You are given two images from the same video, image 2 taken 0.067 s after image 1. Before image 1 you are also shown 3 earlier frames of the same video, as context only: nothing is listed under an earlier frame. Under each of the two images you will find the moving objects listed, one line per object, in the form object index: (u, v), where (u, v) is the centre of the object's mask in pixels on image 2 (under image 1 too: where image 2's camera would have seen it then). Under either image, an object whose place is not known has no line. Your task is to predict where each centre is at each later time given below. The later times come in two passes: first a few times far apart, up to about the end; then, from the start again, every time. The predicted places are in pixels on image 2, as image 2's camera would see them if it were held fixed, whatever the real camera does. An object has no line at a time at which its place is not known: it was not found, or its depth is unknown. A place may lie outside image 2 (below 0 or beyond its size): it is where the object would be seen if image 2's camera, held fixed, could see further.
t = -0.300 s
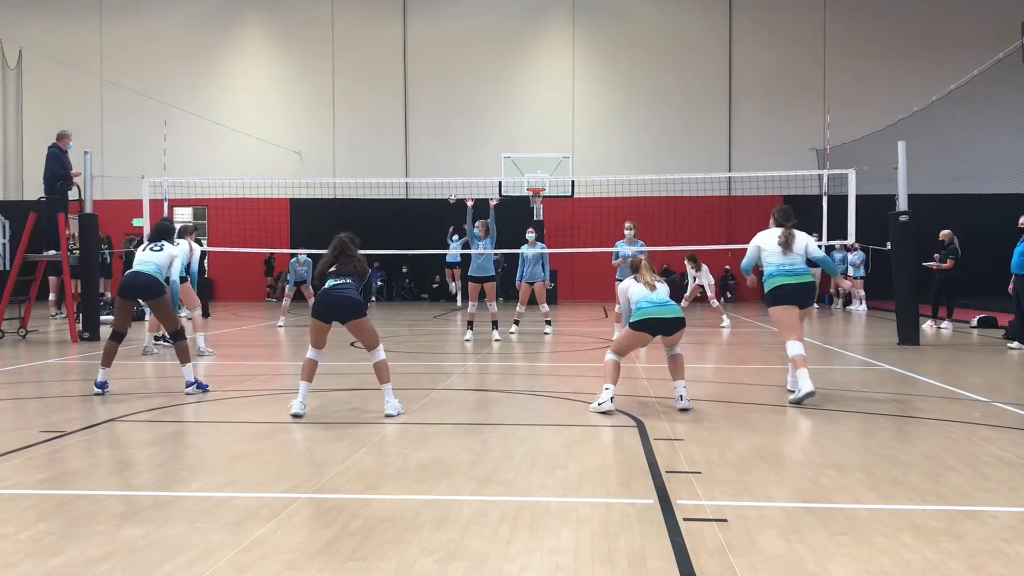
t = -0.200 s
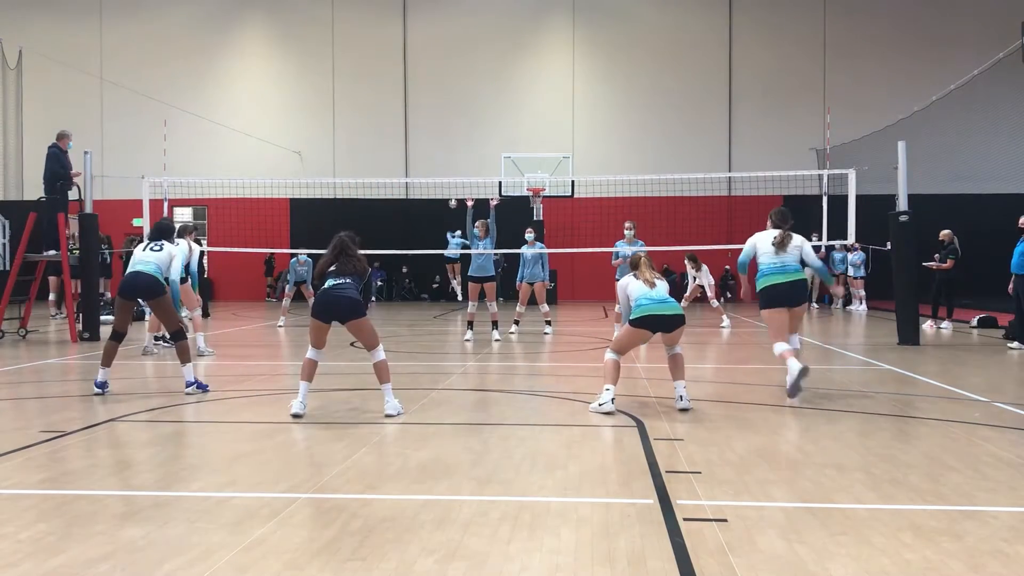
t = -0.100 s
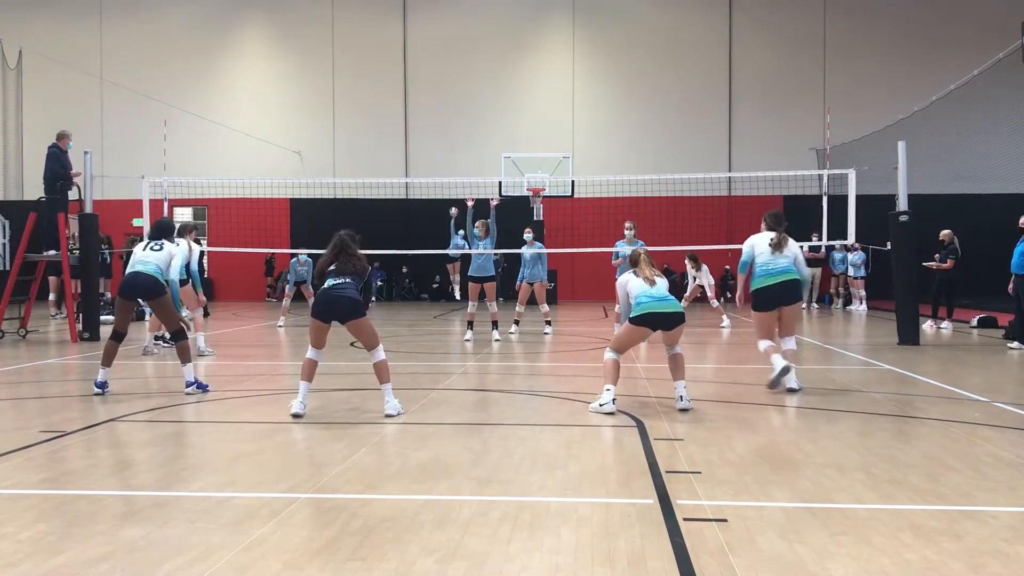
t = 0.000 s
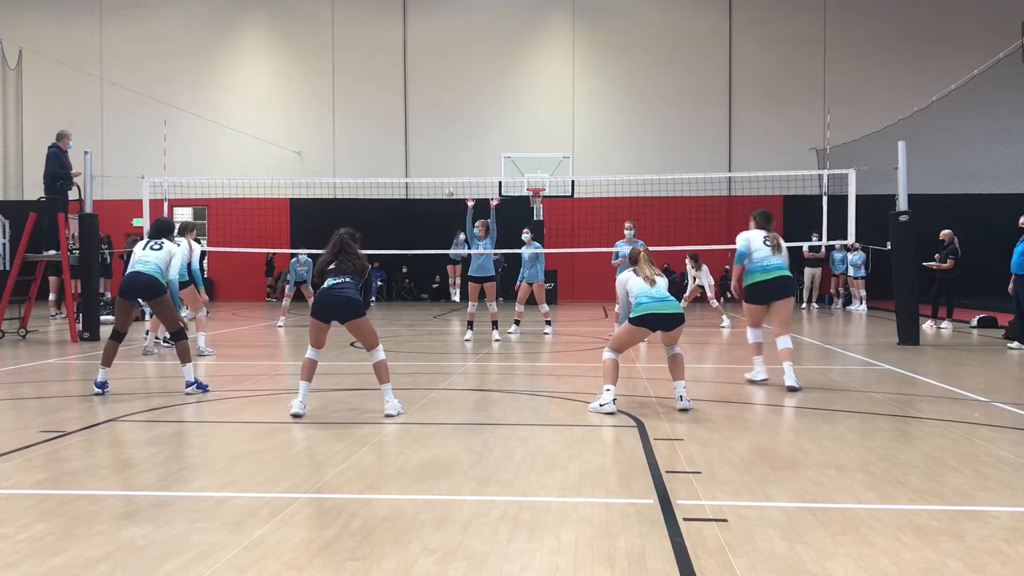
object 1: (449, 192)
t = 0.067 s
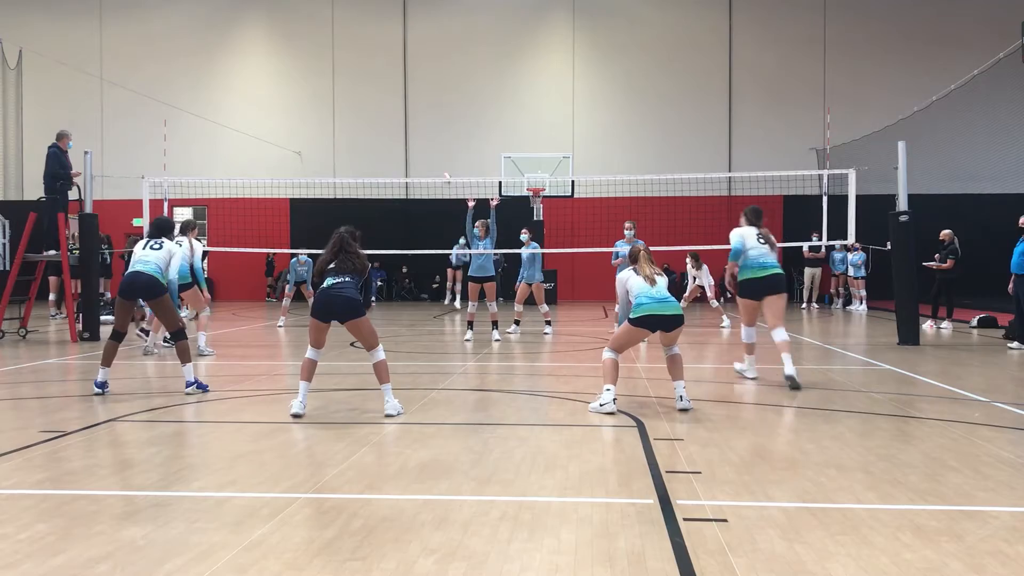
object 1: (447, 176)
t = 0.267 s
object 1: (438, 141)
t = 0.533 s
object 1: (426, 123)
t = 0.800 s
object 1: (388, 163)
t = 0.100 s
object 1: (445, 172)
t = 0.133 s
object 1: (443, 165)
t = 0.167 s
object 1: (442, 159)
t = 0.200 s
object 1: (441, 154)
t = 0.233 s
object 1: (440, 148)
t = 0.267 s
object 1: (438, 141)
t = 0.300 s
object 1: (437, 138)
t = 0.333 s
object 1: (436, 134)
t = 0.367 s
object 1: (435, 131)
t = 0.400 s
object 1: (434, 128)
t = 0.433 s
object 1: (432, 126)
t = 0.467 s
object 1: (431, 124)
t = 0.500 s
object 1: (429, 123)
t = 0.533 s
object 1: (426, 123)
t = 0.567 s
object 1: (422, 124)
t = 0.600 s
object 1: (418, 126)
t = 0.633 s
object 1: (414, 129)
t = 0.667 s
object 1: (410, 133)
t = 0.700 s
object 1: (406, 137)
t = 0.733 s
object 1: (400, 144)
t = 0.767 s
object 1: (395, 153)
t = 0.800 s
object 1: (388, 163)
